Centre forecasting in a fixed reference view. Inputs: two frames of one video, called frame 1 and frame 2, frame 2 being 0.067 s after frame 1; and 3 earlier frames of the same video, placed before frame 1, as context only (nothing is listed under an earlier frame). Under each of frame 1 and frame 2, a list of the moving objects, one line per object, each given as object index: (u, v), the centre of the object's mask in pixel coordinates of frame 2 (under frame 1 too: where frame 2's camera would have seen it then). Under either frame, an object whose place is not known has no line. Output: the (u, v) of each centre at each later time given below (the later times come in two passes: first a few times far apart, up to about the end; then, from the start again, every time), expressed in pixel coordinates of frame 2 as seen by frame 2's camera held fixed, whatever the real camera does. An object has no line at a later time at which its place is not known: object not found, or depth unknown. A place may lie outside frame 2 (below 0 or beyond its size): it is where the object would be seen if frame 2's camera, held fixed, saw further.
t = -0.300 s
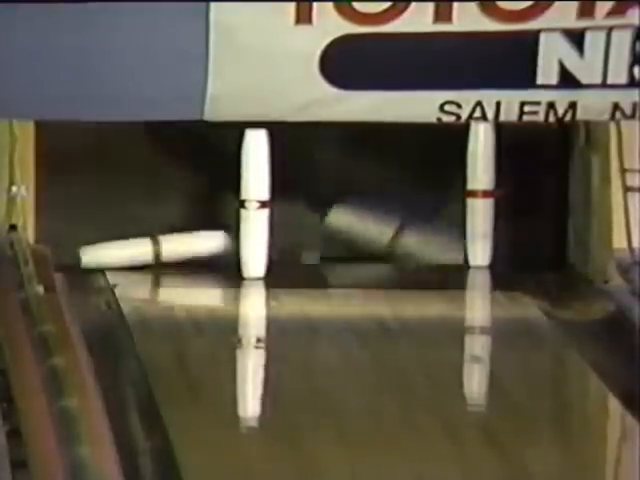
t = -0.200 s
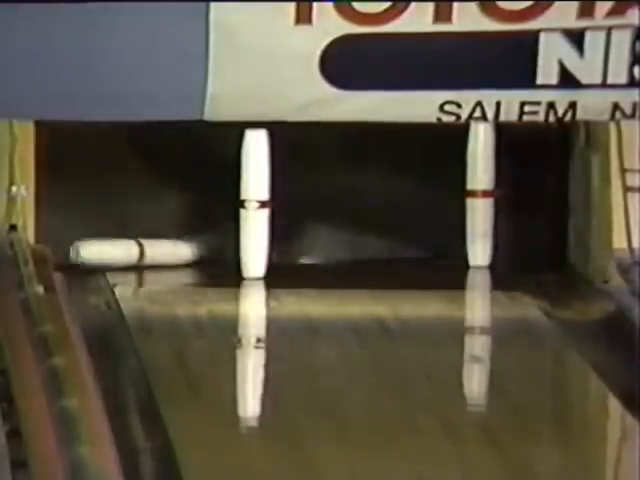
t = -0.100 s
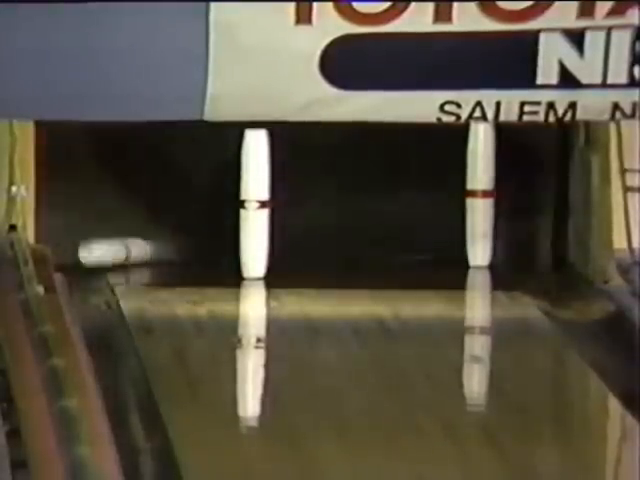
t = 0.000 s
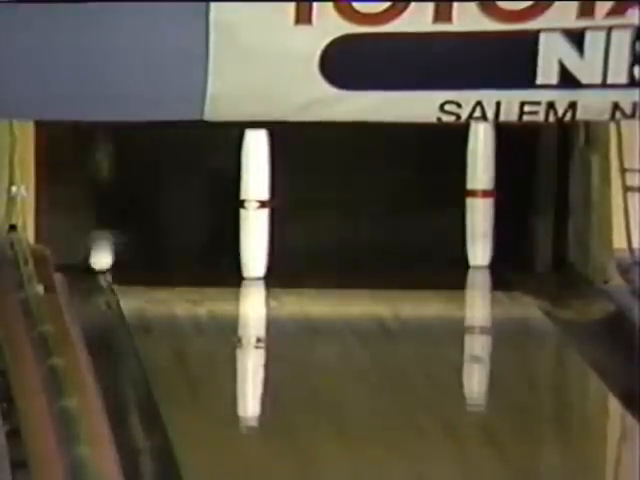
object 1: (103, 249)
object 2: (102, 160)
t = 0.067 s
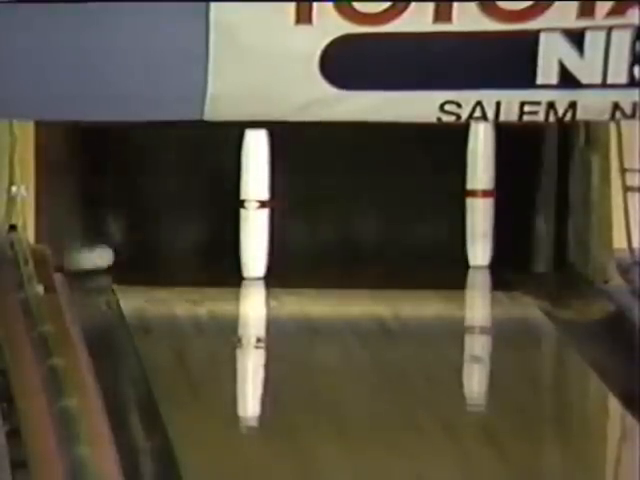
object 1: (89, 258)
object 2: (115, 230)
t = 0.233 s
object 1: (87, 255)
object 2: (173, 255)
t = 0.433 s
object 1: (131, 252)
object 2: (236, 260)
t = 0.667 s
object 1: (162, 253)
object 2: (294, 263)
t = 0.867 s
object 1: (170, 253)
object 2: (344, 266)
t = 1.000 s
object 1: (173, 254)
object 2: (375, 267)
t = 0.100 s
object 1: (85, 253)
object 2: (127, 244)
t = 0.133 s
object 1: (60, 250)
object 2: (138, 252)
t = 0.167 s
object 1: (63, 254)
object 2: (144, 251)
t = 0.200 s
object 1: (76, 257)
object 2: (157, 252)
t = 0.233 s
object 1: (87, 255)
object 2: (173, 255)
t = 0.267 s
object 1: (96, 253)
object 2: (186, 257)
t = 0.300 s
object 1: (104, 252)
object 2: (192, 256)
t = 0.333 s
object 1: (112, 252)
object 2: (203, 255)
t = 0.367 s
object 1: (119, 252)
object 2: (215, 256)
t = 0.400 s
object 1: (125, 252)
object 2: (223, 258)
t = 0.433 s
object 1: (131, 252)
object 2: (236, 260)
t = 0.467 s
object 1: (136, 252)
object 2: (243, 260)
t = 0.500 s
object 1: (141, 252)
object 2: (251, 260)
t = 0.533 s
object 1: (147, 252)
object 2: (261, 261)
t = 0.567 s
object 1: (152, 252)
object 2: (272, 264)
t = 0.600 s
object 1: (148, 252)
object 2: (282, 265)
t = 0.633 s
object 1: (158, 252)
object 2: (288, 265)
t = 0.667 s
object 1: (162, 253)
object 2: (294, 263)
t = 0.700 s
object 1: (163, 253)
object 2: (304, 263)
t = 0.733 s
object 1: (165, 253)
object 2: (313, 263)
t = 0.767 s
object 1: (167, 253)
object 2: (322, 263)
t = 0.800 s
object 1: (168, 253)
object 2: (330, 266)
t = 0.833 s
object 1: (169, 253)
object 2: (337, 266)
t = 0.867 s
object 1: (170, 253)
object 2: (344, 266)
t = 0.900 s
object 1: (171, 253)
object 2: (352, 268)
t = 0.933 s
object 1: (172, 254)
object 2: (359, 267)
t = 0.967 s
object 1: (172, 254)
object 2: (367, 266)
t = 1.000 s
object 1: (173, 254)
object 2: (375, 267)
